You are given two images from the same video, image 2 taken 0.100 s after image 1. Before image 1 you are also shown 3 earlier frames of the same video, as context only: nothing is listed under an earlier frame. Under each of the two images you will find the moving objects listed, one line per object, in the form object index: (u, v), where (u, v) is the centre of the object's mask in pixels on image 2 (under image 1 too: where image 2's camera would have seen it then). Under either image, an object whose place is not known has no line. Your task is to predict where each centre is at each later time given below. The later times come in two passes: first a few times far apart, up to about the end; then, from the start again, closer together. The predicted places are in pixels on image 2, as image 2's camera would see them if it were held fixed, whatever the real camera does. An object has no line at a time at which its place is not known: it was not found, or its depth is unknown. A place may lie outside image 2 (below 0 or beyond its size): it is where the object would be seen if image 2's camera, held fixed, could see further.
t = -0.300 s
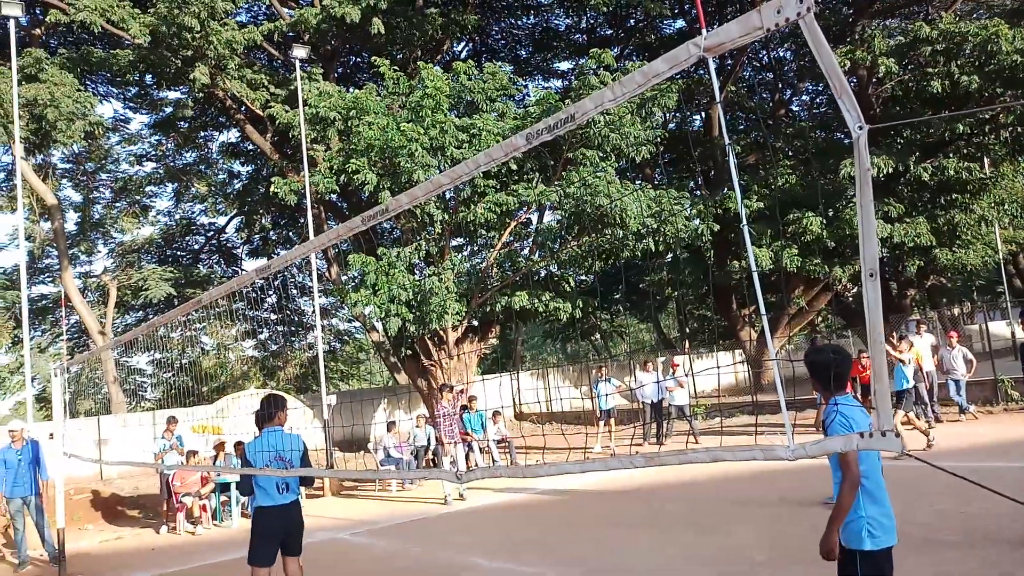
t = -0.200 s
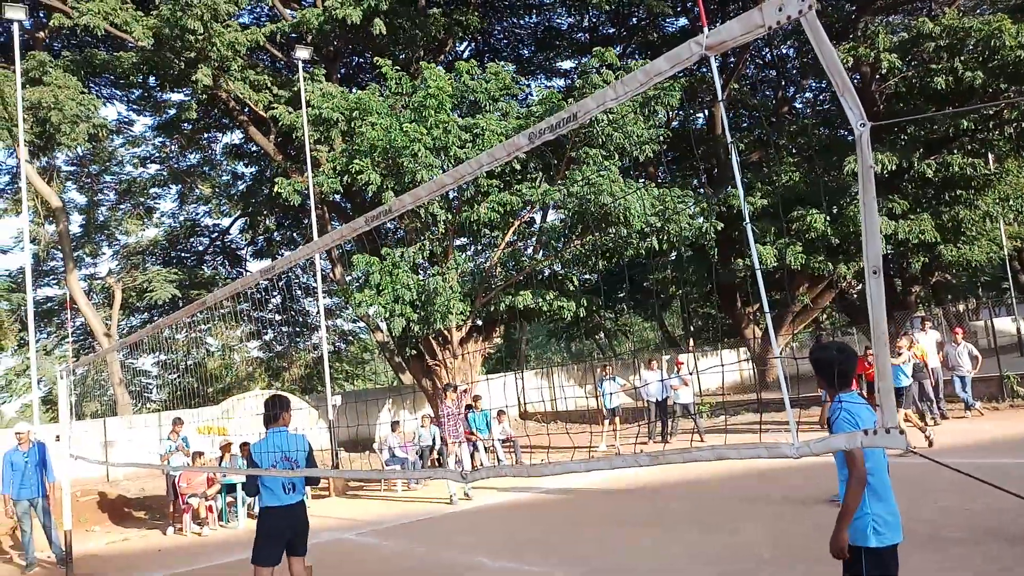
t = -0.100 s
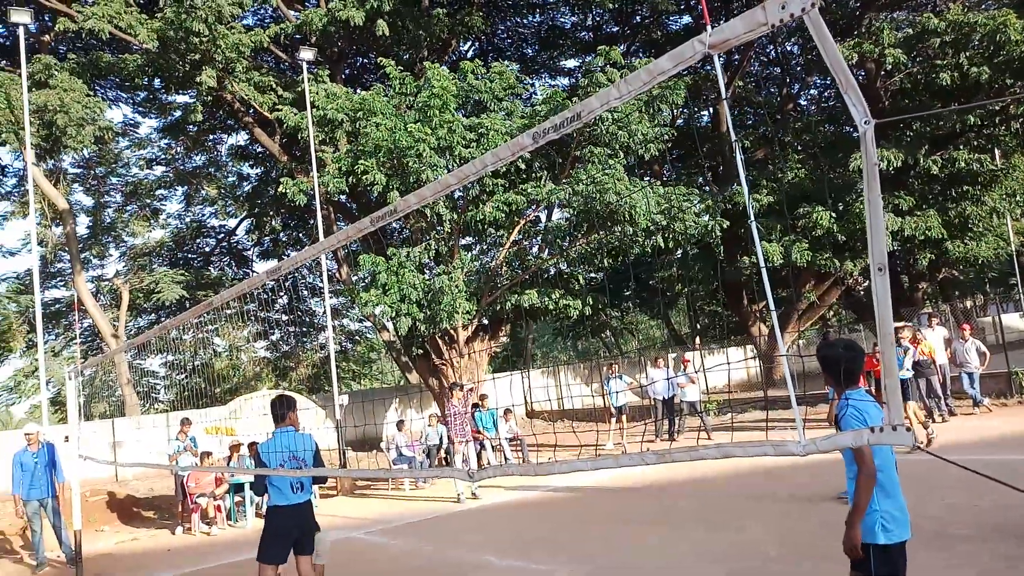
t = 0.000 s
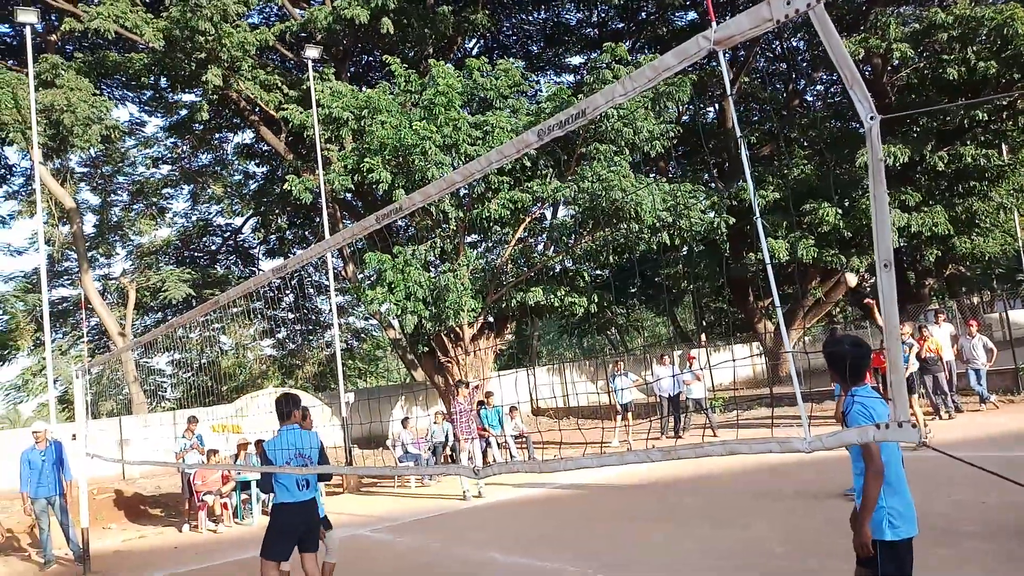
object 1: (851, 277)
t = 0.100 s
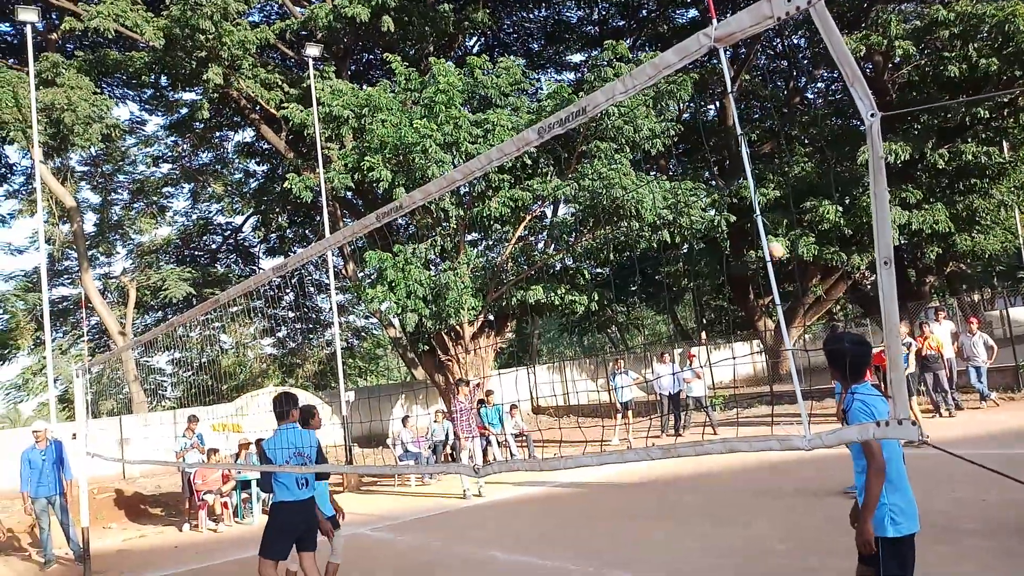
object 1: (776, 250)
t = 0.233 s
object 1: (664, 227)
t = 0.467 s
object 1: (438, 226)
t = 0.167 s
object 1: (721, 238)
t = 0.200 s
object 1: (694, 231)
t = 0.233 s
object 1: (664, 227)
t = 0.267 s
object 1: (636, 222)
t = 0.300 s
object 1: (605, 221)
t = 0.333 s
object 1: (574, 219)
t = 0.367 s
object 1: (541, 218)
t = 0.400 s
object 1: (508, 220)
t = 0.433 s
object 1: (472, 222)
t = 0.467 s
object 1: (438, 226)
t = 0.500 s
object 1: (400, 232)
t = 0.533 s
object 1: (363, 242)
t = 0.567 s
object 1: (317, 241)
